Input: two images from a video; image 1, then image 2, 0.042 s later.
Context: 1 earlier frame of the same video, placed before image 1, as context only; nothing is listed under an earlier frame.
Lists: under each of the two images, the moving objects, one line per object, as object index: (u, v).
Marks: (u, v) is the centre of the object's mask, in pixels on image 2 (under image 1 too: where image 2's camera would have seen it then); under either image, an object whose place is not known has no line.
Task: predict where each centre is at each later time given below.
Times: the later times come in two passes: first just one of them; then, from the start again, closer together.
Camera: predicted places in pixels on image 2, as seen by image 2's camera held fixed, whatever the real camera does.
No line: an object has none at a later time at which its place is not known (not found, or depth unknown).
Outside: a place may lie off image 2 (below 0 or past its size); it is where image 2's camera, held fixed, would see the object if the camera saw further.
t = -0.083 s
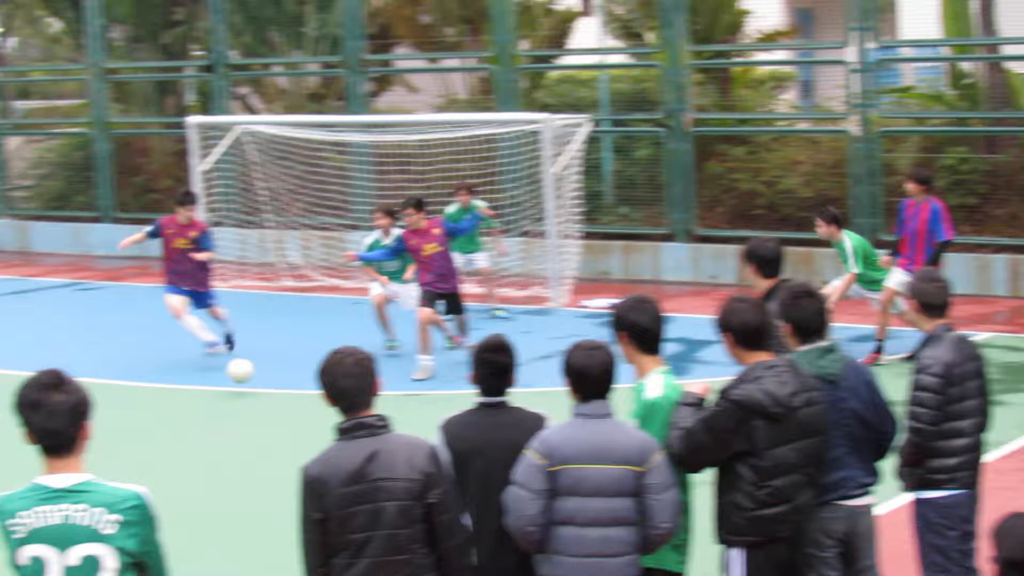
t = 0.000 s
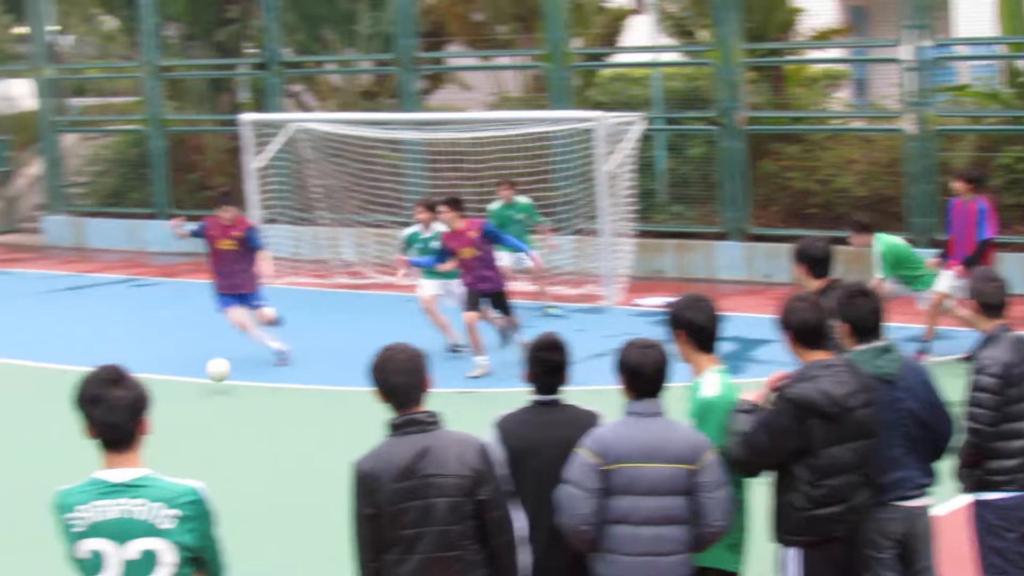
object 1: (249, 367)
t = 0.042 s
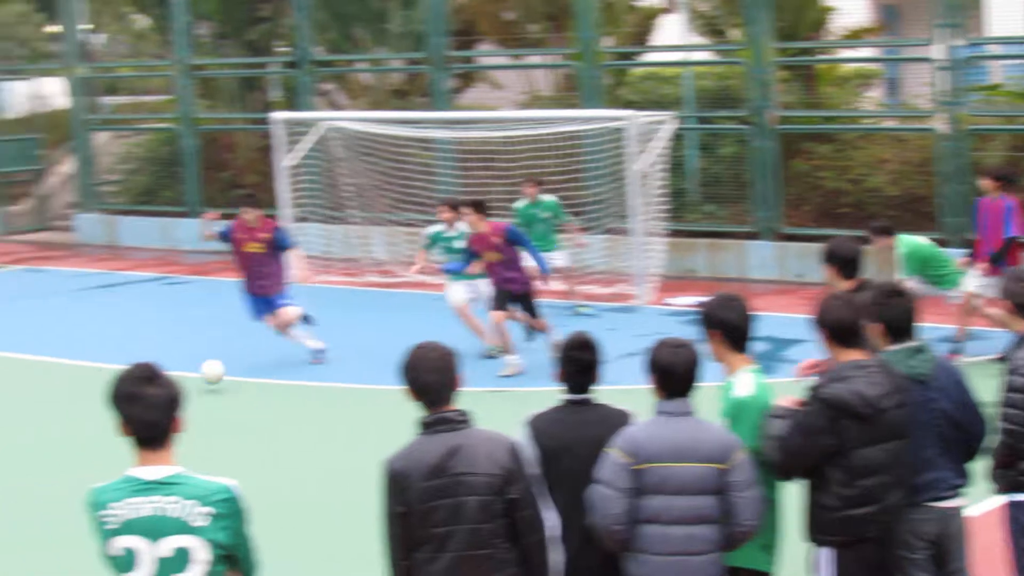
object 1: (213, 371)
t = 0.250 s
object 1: (46, 384)
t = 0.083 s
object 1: (176, 373)
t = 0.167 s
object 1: (106, 380)
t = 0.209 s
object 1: (76, 381)
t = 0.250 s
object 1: (46, 384)
